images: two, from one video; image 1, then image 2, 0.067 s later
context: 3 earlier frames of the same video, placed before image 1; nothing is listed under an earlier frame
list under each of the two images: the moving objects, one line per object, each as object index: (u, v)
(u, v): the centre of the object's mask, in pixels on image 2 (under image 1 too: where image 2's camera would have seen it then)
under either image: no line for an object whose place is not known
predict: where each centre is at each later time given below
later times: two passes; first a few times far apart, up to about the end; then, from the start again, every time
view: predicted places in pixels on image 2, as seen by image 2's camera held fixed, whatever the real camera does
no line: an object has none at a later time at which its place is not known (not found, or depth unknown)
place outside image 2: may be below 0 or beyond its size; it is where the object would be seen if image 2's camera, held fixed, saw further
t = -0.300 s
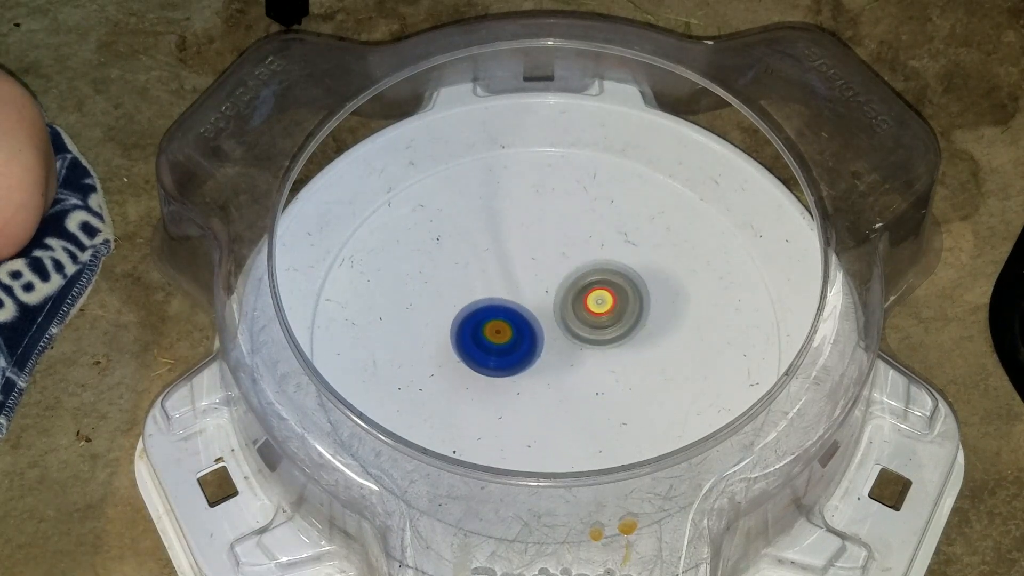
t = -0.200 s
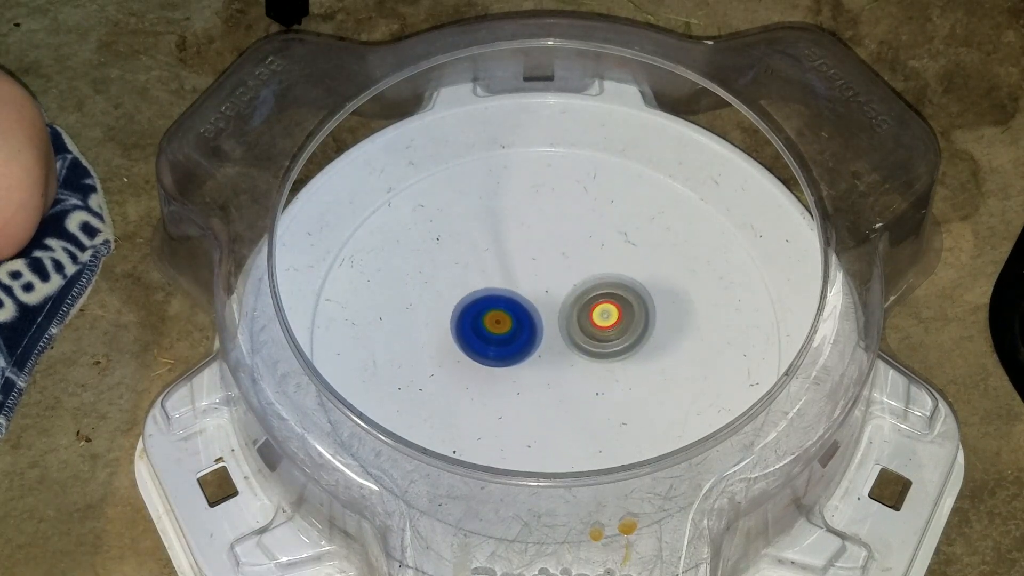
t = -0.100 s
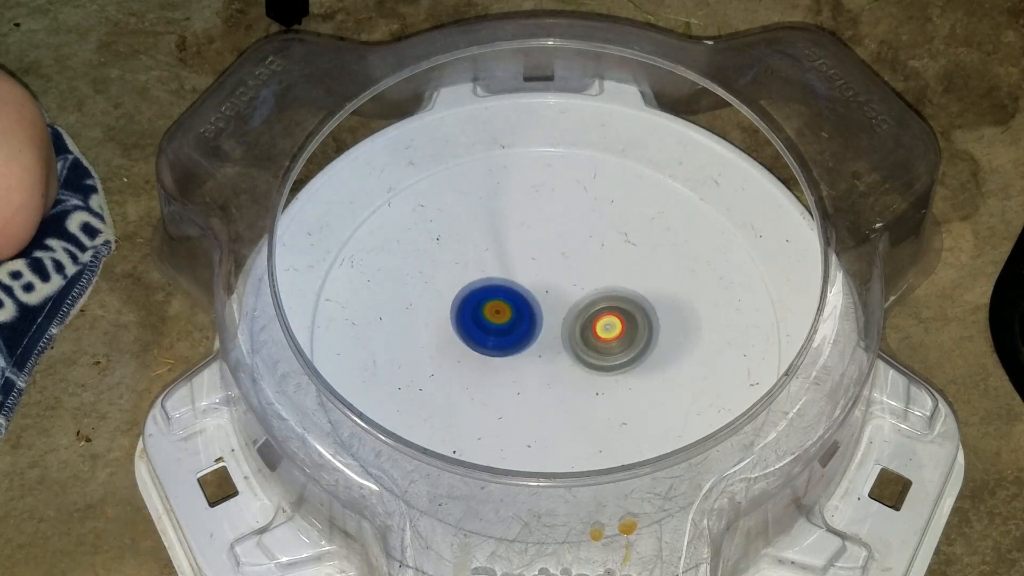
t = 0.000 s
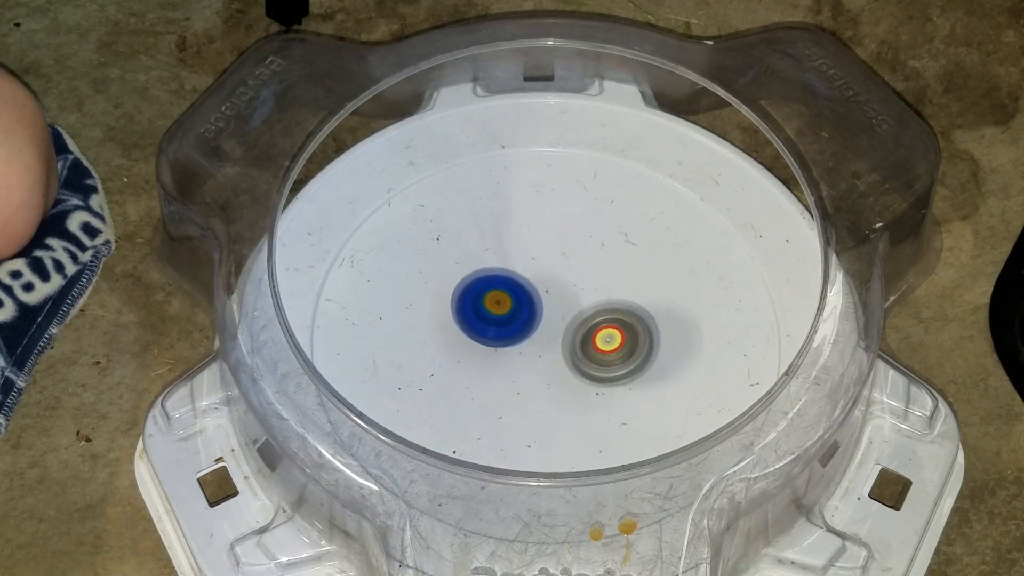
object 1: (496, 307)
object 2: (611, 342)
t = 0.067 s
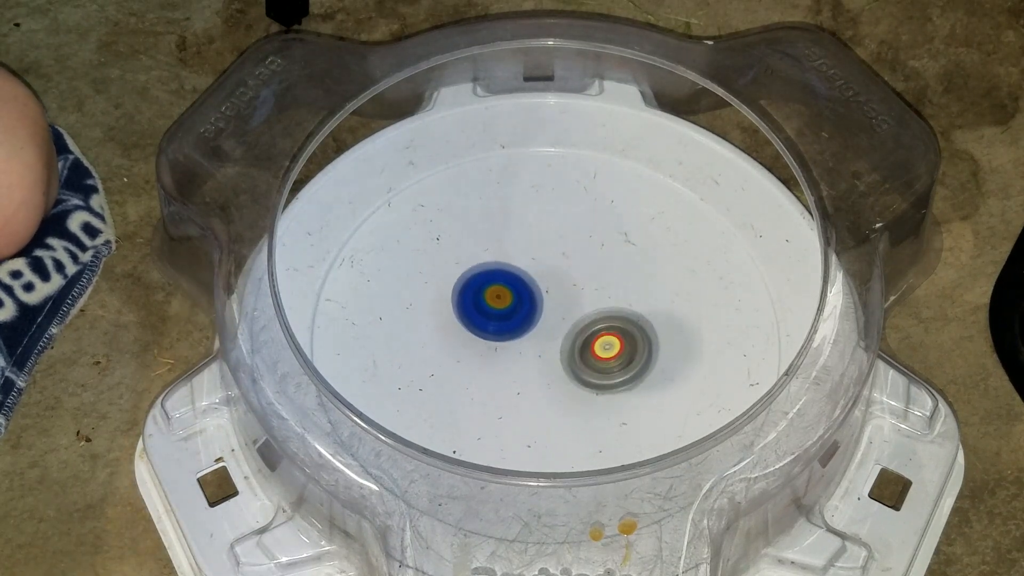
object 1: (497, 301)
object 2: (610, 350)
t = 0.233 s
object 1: (500, 290)
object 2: (604, 368)
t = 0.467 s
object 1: (509, 281)
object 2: (588, 384)
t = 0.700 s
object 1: (524, 278)
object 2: (559, 385)
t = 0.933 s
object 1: (539, 281)
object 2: (525, 369)
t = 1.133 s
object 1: (557, 284)
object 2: (499, 352)
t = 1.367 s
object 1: (582, 292)
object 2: (480, 328)
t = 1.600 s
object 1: (604, 305)
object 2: (480, 304)
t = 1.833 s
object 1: (619, 321)
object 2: (495, 285)
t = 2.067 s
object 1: (627, 337)
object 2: (521, 276)
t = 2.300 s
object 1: (619, 352)
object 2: (558, 286)
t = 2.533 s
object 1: (614, 376)
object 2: (583, 295)
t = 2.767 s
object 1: (600, 394)
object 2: (599, 310)
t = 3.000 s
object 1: (585, 407)
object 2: (598, 322)
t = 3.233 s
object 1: (560, 406)
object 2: (590, 328)
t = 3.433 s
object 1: (515, 418)
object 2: (599, 298)
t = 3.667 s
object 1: (504, 407)
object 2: (577, 284)
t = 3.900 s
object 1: (496, 382)
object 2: (562, 277)
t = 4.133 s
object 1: (497, 358)
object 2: (551, 276)
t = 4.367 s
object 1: (483, 348)
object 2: (569, 252)
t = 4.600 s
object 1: (502, 328)
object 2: (580, 244)
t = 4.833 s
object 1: (523, 316)
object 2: (583, 253)
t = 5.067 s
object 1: (502, 332)
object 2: (604, 262)
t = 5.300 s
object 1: (512, 343)
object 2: (591, 297)
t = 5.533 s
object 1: (390, 376)
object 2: (709, 280)
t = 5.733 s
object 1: (401, 385)
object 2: (679, 287)
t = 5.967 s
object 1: (417, 388)
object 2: (622, 304)
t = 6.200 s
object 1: (443, 381)
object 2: (567, 309)
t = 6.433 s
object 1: (476, 370)
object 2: (531, 300)
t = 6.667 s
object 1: (512, 363)
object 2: (521, 279)
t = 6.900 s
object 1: (551, 358)
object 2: (531, 269)
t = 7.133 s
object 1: (582, 357)
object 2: (555, 273)
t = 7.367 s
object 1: (593, 385)
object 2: (574, 270)
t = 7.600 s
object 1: (597, 390)
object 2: (572, 296)
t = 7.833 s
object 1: (591, 391)
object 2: (556, 319)
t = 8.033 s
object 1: (579, 407)
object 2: (525, 302)
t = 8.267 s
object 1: (559, 392)
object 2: (505, 293)
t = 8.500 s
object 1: (542, 364)
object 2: (499, 280)
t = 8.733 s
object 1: (540, 360)
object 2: (510, 263)
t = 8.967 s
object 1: (542, 357)
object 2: (537, 264)
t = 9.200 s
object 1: (519, 409)
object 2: (566, 250)
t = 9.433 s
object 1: (524, 421)
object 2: (559, 263)
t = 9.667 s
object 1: (540, 412)
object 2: (537, 276)
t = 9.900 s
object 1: (548, 398)
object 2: (516, 278)
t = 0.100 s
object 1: (497, 299)
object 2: (609, 353)
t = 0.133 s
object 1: (498, 297)
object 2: (608, 357)
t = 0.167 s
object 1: (498, 294)
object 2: (607, 360)
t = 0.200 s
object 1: (499, 292)
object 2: (606, 364)
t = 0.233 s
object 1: (500, 290)
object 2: (604, 368)
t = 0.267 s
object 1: (501, 288)
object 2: (603, 371)
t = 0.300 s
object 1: (502, 287)
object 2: (602, 374)
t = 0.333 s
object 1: (503, 285)
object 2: (600, 377)
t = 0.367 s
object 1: (504, 284)
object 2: (597, 379)
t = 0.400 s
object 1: (506, 283)
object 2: (595, 381)
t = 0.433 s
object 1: (507, 282)
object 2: (591, 383)
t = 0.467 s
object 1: (509, 281)
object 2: (588, 384)
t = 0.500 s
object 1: (511, 281)
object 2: (584, 385)
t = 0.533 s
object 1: (513, 280)
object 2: (581, 386)
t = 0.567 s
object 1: (515, 280)
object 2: (576, 386)
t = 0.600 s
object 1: (517, 279)
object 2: (572, 386)
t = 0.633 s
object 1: (520, 279)
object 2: (568, 386)
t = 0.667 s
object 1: (522, 278)
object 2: (564, 386)
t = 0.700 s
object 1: (524, 278)
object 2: (559, 385)
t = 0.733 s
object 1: (526, 278)
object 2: (554, 384)
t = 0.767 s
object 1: (529, 279)
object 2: (550, 383)
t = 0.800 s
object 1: (531, 279)
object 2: (545, 380)
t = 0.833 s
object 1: (533, 279)
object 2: (540, 378)
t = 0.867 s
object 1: (535, 280)
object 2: (535, 375)
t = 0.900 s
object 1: (537, 280)
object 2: (530, 372)
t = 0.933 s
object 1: (539, 281)
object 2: (525, 369)
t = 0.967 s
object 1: (541, 281)
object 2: (521, 365)
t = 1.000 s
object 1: (543, 282)
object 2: (517, 362)
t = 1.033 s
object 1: (545, 283)
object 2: (513, 359)
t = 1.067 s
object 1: (549, 283)
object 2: (509, 357)
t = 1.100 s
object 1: (552, 284)
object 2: (504, 354)
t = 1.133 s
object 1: (557, 284)
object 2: (499, 352)
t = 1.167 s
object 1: (561, 284)
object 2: (495, 349)
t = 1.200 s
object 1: (564, 285)
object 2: (492, 346)
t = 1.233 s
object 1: (568, 286)
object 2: (489, 343)
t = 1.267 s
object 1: (571, 287)
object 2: (486, 339)
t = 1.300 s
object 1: (575, 289)
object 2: (484, 336)
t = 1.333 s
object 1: (578, 290)
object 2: (482, 332)
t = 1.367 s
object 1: (582, 292)
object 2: (480, 328)
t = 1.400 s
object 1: (585, 293)
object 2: (479, 325)
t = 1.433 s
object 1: (588, 295)
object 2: (478, 321)
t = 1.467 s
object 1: (591, 297)
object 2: (478, 318)
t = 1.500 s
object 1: (594, 299)
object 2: (478, 314)
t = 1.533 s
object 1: (598, 301)
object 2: (479, 311)
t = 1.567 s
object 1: (601, 303)
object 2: (479, 308)
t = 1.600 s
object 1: (604, 305)
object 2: (480, 304)
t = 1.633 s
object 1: (606, 307)
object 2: (481, 301)
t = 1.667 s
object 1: (609, 310)
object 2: (483, 298)
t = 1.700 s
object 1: (611, 312)
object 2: (485, 295)
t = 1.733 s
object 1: (614, 314)
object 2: (487, 292)
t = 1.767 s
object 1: (616, 317)
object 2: (489, 290)
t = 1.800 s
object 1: (618, 319)
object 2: (492, 287)
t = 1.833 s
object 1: (619, 321)
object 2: (495, 285)
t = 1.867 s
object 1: (621, 323)
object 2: (498, 283)
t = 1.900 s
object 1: (623, 326)
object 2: (501, 281)
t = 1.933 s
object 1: (624, 328)
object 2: (504, 280)
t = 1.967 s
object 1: (625, 330)
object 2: (508, 279)
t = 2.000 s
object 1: (626, 333)
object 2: (512, 277)
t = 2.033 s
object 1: (627, 335)
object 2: (517, 277)
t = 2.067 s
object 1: (627, 337)
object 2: (521, 276)
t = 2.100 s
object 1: (627, 340)
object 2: (526, 276)
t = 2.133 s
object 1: (627, 342)
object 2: (531, 277)
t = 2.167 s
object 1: (626, 344)
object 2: (536, 278)
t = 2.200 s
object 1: (624, 346)
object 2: (541, 279)
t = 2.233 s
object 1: (623, 348)
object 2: (547, 281)
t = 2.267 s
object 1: (621, 350)
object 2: (552, 283)
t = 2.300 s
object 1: (619, 352)
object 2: (558, 286)
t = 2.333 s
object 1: (617, 355)
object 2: (562, 287)
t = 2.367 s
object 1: (616, 361)
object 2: (565, 287)
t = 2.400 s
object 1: (616, 365)
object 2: (569, 288)
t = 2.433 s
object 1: (616, 367)
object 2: (572, 289)
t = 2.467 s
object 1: (616, 370)
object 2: (576, 291)
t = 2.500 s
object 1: (615, 373)
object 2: (580, 293)
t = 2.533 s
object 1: (614, 376)
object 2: (583, 295)
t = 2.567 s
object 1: (613, 378)
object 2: (587, 297)
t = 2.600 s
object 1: (611, 382)
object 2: (590, 298)
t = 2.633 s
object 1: (609, 386)
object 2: (591, 300)
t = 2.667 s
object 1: (608, 388)
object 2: (593, 302)
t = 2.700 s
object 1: (606, 391)
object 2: (596, 305)
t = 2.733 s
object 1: (603, 392)
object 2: (597, 308)
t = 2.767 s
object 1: (600, 394)
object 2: (599, 310)
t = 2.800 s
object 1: (597, 399)
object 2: (600, 311)
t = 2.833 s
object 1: (594, 402)
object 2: (601, 311)
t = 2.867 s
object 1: (592, 404)
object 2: (600, 313)
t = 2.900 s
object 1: (591, 405)
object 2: (600, 315)
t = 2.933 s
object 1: (589, 406)
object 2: (599, 317)
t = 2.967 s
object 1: (587, 407)
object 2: (598, 320)
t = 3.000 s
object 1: (585, 407)
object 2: (598, 322)
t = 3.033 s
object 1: (581, 408)
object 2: (597, 324)
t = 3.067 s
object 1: (578, 408)
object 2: (596, 325)
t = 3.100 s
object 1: (574, 408)
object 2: (594, 326)
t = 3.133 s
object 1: (571, 409)
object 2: (594, 326)
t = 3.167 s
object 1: (568, 408)
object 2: (593, 327)
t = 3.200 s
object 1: (564, 407)
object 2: (591, 328)
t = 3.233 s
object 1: (560, 406)
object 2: (590, 328)
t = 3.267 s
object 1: (556, 404)
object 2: (589, 328)
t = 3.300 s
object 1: (552, 402)
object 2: (587, 329)
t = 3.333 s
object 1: (547, 402)
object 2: (587, 327)
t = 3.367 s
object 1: (530, 413)
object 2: (595, 313)
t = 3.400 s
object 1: (520, 418)
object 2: (599, 303)
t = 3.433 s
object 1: (515, 418)
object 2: (599, 298)
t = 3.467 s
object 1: (512, 418)
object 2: (596, 294)
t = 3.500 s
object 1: (510, 417)
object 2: (593, 292)
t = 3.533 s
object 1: (508, 416)
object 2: (589, 290)
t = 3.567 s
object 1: (507, 414)
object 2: (586, 288)
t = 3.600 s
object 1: (506, 412)
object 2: (582, 286)
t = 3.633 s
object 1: (505, 410)
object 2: (579, 285)
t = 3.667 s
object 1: (504, 407)
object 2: (577, 284)
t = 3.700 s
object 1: (503, 403)
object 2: (574, 283)
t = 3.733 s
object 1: (502, 400)
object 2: (572, 282)
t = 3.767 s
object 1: (500, 396)
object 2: (570, 281)
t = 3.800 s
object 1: (499, 393)
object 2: (568, 280)
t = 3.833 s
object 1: (498, 390)
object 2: (567, 279)
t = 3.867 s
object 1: (497, 386)
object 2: (564, 278)
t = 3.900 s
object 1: (496, 382)
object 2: (562, 277)
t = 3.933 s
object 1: (496, 379)
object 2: (561, 276)
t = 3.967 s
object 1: (496, 376)
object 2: (559, 276)
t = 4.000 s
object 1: (495, 372)
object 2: (557, 276)
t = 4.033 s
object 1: (496, 369)
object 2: (555, 275)
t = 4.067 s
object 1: (496, 365)
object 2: (554, 275)
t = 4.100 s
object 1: (496, 362)
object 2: (553, 275)
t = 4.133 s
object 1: (497, 358)
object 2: (551, 276)
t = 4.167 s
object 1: (497, 354)
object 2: (549, 276)
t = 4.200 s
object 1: (498, 349)
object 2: (548, 277)
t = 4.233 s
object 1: (499, 345)
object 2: (547, 277)
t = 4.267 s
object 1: (499, 343)
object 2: (550, 275)
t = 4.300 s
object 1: (497, 341)
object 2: (552, 273)
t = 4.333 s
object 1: (487, 347)
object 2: (563, 262)
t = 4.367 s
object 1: (483, 348)
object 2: (569, 252)
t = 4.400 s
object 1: (483, 346)
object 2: (572, 247)
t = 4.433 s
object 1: (485, 343)
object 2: (573, 246)
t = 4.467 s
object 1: (488, 340)
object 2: (575, 244)
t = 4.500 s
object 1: (491, 337)
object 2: (577, 243)
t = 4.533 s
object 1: (494, 334)
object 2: (578, 243)
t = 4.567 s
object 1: (498, 331)
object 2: (579, 243)
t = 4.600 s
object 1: (502, 328)
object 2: (580, 244)
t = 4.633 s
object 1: (506, 326)
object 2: (580, 245)
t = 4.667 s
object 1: (510, 324)
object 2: (581, 246)
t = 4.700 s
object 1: (514, 321)
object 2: (581, 248)
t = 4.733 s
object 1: (518, 319)
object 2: (581, 249)
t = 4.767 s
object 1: (521, 317)
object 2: (581, 251)
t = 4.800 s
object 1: (524, 316)
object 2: (582, 252)
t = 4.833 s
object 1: (523, 316)
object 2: (583, 253)
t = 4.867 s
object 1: (523, 316)
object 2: (584, 255)
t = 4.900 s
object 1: (521, 317)
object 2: (585, 258)
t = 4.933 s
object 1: (518, 319)
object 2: (586, 261)
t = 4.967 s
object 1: (505, 327)
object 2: (597, 257)
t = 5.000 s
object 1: (501, 330)
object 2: (604, 257)
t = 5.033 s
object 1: (501, 331)
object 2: (605, 259)
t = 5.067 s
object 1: (502, 332)
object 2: (604, 262)
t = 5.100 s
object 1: (504, 334)
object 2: (603, 267)
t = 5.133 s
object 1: (505, 335)
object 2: (602, 271)
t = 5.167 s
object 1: (507, 337)
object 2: (600, 277)
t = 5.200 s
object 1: (508, 338)
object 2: (597, 282)
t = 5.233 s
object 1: (509, 340)
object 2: (595, 288)
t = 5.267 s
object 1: (511, 341)
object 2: (593, 293)
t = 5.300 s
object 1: (512, 343)
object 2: (591, 297)
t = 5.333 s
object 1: (487, 349)
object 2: (609, 297)
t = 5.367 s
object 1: (445, 358)
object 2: (650, 288)
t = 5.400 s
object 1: (415, 363)
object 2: (682, 282)
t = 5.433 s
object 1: (398, 366)
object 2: (703, 279)
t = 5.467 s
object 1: (391, 369)
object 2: (712, 280)
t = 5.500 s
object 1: (390, 372)
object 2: (712, 280)
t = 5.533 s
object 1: (390, 376)
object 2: (709, 280)
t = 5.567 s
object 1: (390, 379)
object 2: (705, 280)
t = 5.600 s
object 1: (391, 381)
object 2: (701, 281)
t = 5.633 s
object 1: (393, 383)
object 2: (695, 282)
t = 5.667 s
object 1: (395, 384)
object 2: (690, 283)
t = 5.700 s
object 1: (398, 385)
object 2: (685, 285)
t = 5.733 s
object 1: (401, 385)
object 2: (679, 287)
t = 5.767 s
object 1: (404, 386)
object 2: (672, 289)
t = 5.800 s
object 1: (407, 386)
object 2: (664, 292)
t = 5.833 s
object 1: (409, 387)
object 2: (656, 294)
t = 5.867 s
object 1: (412, 388)
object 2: (647, 297)
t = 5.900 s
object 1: (414, 388)
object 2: (639, 300)
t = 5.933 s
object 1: (415, 388)
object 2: (631, 302)
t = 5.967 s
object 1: (417, 388)
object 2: (622, 304)
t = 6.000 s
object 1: (420, 387)
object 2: (614, 305)
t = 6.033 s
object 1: (423, 386)
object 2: (606, 307)
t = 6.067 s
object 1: (427, 385)
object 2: (598, 308)
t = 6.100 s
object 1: (431, 385)
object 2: (590, 309)
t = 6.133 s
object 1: (435, 384)
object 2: (582, 309)
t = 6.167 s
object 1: (440, 382)
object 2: (574, 309)
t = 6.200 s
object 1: (443, 381)
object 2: (567, 309)
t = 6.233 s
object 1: (447, 380)
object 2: (561, 309)
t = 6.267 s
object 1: (452, 379)
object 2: (555, 308)
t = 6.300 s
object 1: (456, 377)
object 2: (550, 307)
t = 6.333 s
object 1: (460, 375)
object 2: (544, 305)
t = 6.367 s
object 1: (466, 374)
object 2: (539, 304)
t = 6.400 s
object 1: (471, 372)
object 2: (535, 302)
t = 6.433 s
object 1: (476, 370)
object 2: (531, 300)
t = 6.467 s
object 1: (482, 369)
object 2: (528, 298)
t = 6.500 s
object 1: (487, 368)
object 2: (525, 295)
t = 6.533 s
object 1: (491, 367)
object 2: (524, 291)
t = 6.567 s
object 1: (495, 367)
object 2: (523, 287)
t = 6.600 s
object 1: (500, 365)
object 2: (522, 284)
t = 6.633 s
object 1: (506, 364)
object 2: (522, 281)
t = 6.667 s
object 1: (512, 363)
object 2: (521, 279)
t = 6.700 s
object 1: (518, 362)
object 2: (522, 277)
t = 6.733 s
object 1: (523, 361)
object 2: (522, 275)
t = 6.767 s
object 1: (529, 360)
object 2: (523, 273)
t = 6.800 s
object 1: (535, 359)
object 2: (524, 272)
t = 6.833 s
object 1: (540, 358)
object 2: (526, 270)
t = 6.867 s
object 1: (546, 358)
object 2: (528, 270)
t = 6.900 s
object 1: (551, 358)
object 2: (531, 269)
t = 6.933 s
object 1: (556, 357)
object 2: (533, 268)
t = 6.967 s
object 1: (561, 357)
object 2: (537, 268)
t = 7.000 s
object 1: (566, 357)
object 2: (540, 269)
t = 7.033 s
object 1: (570, 357)
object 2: (544, 270)
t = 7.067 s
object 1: (575, 357)
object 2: (547, 271)
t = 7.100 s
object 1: (578, 357)
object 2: (551, 272)
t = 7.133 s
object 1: (582, 357)
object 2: (555, 273)
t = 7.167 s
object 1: (585, 358)
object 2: (558, 274)
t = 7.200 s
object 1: (588, 358)
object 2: (562, 276)
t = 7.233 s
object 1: (591, 358)
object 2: (566, 278)
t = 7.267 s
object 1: (594, 359)
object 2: (568, 280)
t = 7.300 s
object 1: (594, 370)
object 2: (571, 277)
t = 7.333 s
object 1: (593, 380)
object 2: (573, 271)
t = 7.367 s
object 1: (593, 385)
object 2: (574, 270)
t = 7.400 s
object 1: (594, 386)
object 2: (575, 272)
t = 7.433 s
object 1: (595, 387)
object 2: (576, 276)
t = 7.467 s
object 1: (595, 388)
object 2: (576, 279)
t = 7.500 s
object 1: (596, 388)
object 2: (575, 284)
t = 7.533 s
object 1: (597, 389)
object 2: (575, 287)
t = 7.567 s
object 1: (597, 390)
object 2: (574, 292)
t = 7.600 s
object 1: (597, 390)
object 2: (572, 296)
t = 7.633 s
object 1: (597, 390)
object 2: (571, 300)
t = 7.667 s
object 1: (597, 391)
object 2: (569, 304)
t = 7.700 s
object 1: (596, 391)
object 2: (567, 308)
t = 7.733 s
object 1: (595, 391)
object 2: (565, 311)
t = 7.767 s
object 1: (594, 391)
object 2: (562, 315)
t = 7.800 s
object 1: (593, 391)
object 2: (559, 317)
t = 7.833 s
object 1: (591, 391)
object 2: (556, 319)
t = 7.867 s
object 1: (592, 402)
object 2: (548, 311)
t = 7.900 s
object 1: (590, 407)
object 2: (542, 304)
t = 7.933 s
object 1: (587, 408)
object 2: (537, 302)
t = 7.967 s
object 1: (584, 409)
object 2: (532, 302)
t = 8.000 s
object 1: (581, 408)
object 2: (528, 302)
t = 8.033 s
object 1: (579, 407)
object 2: (525, 302)
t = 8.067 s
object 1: (576, 406)
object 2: (521, 301)
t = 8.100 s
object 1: (573, 405)
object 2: (518, 300)
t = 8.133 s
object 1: (571, 403)
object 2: (514, 299)
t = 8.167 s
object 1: (567, 401)
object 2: (511, 298)
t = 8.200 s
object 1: (564, 398)
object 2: (509, 296)
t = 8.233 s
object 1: (561, 395)
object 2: (506, 295)
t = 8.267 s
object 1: (559, 392)
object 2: (505, 293)
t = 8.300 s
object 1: (556, 389)
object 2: (502, 291)
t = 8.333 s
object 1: (553, 385)
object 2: (501, 289)
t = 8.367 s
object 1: (551, 381)
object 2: (499, 287)
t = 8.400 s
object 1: (548, 377)
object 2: (499, 285)
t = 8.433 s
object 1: (546, 373)
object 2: (498, 284)
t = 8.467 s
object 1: (544, 369)
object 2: (499, 282)
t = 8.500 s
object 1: (542, 364)
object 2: (499, 280)
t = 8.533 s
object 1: (540, 359)
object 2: (500, 279)
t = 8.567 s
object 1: (539, 355)
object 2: (501, 277)
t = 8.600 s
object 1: (539, 356)
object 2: (501, 273)
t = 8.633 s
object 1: (540, 362)
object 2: (503, 266)
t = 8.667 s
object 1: (540, 363)
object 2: (506, 264)
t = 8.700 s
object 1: (540, 362)
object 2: (508, 263)
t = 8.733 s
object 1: (540, 360)
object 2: (510, 263)
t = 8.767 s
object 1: (540, 356)
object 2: (513, 264)
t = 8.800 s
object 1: (541, 353)
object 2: (516, 265)
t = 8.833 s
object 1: (542, 350)
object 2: (519, 266)
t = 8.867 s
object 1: (543, 347)
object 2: (522, 266)
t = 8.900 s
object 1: (544, 345)
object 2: (524, 268)
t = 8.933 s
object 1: (543, 353)
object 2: (529, 265)
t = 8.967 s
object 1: (542, 357)
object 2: (537, 264)
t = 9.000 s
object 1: (540, 358)
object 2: (542, 265)
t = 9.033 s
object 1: (541, 357)
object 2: (544, 268)
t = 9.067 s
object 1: (542, 356)
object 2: (545, 272)
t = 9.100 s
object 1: (543, 355)
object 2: (545, 275)
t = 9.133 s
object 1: (538, 369)
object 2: (550, 270)
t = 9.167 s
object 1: (528, 390)
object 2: (559, 257)
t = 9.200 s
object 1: (519, 409)
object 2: (566, 250)
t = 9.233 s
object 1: (513, 419)
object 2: (570, 247)
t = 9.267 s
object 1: (511, 423)
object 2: (571, 248)
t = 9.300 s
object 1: (512, 424)
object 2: (568, 251)
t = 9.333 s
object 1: (514, 423)
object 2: (566, 254)
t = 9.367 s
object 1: (517, 422)
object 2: (564, 257)
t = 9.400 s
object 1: (521, 421)
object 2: (562, 260)
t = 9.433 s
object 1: (524, 421)
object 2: (559, 263)
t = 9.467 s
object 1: (526, 420)
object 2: (556, 265)
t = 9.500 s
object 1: (529, 419)
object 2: (554, 267)
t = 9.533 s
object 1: (531, 418)
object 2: (550, 270)
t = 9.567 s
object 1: (533, 416)
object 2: (547, 272)
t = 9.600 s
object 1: (536, 415)
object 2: (544, 273)
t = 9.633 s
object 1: (538, 414)
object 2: (541, 274)
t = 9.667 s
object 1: (540, 412)
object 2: (537, 276)
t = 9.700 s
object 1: (542, 411)
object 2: (534, 277)
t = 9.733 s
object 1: (543, 409)
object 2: (530, 277)
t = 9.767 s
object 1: (544, 407)
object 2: (527, 278)
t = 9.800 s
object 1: (545, 405)
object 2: (524, 278)
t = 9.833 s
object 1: (546, 403)
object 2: (521, 278)
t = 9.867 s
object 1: (547, 401)
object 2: (518, 278)
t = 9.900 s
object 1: (548, 398)
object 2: (516, 278)
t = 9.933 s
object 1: (548, 396)
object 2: (514, 278)
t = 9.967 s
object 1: (548, 393)
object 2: (512, 277)
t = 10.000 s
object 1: (547, 389)
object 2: (510, 277)
